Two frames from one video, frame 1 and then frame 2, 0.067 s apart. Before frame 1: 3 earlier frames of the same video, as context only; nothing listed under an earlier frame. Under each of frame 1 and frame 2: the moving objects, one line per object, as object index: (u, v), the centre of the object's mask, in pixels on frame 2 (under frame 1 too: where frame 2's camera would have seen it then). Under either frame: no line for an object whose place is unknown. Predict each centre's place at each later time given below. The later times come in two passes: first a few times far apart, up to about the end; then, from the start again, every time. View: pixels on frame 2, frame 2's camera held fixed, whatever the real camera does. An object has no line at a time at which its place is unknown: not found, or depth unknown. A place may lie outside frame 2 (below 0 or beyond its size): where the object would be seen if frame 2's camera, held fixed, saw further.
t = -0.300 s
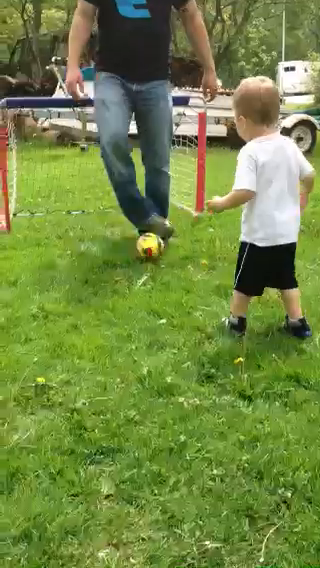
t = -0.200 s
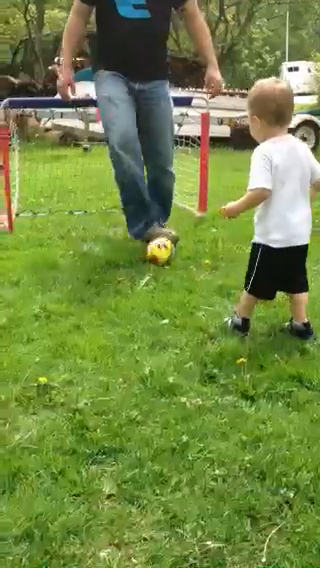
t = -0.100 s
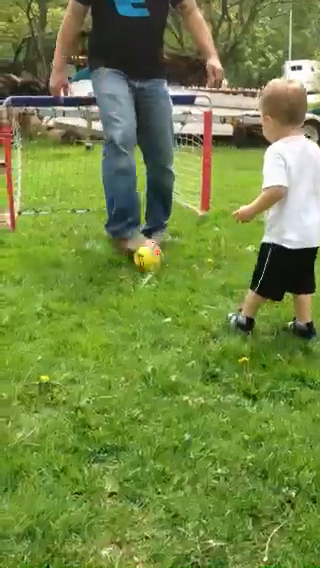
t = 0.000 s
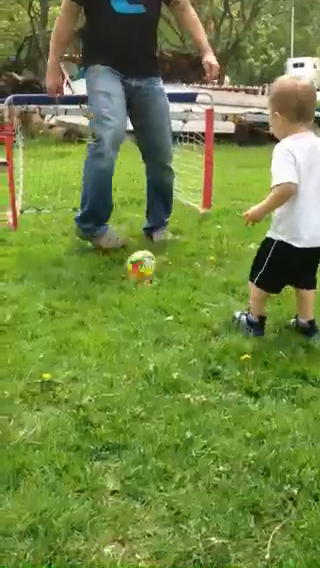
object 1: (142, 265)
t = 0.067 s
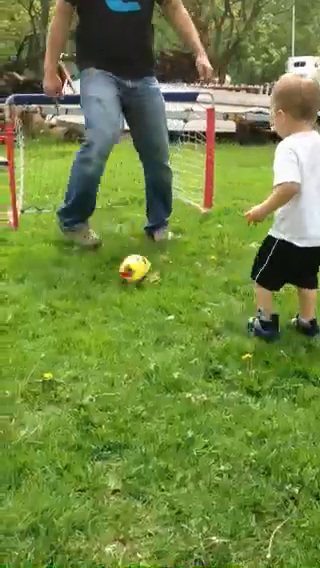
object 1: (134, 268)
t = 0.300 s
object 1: (118, 287)
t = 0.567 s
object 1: (107, 303)
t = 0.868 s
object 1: (105, 316)
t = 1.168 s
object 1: (105, 320)
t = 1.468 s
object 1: (104, 320)
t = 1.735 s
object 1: (104, 320)
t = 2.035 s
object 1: (104, 320)
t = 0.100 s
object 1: (131, 269)
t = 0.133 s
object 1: (130, 270)
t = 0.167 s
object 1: (127, 272)
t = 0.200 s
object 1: (126, 275)
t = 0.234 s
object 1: (125, 280)
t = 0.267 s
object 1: (122, 286)
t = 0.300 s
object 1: (118, 287)
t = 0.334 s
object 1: (116, 287)
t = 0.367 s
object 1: (116, 285)
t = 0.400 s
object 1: (114, 285)
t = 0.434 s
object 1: (113, 285)
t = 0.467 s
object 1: (111, 291)
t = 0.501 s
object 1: (110, 298)
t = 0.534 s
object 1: (108, 301)
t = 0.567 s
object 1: (107, 303)
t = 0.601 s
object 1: (106, 306)
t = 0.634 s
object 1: (105, 309)
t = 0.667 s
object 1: (104, 311)
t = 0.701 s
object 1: (105, 311)
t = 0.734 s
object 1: (105, 312)
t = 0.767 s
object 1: (105, 313)
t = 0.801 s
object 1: (105, 314)
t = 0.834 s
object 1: (105, 315)
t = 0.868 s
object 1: (105, 316)
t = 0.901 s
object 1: (105, 316)
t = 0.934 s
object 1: (105, 317)
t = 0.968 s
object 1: (105, 317)
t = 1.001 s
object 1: (105, 318)
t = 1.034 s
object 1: (105, 319)
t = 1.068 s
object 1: (105, 319)
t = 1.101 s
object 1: (105, 320)
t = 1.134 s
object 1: (105, 320)
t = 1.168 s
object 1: (105, 320)
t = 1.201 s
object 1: (104, 320)
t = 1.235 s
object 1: (104, 320)
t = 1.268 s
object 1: (104, 320)
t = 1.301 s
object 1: (104, 320)
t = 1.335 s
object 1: (104, 320)
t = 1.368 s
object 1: (104, 320)
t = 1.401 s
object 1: (104, 320)
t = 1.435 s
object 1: (104, 320)
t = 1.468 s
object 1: (104, 320)
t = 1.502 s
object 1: (104, 320)
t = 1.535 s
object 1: (104, 320)
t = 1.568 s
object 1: (104, 320)
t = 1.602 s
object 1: (104, 320)
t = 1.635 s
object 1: (104, 320)
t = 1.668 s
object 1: (104, 320)
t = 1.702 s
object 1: (104, 320)
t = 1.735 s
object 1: (104, 320)
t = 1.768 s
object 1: (104, 320)
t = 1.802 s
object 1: (104, 320)
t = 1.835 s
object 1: (104, 320)
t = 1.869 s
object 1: (104, 320)
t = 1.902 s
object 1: (104, 320)
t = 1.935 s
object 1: (104, 320)
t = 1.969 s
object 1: (104, 320)
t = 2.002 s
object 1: (104, 320)
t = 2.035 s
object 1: (104, 320)
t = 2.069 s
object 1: (104, 320)
